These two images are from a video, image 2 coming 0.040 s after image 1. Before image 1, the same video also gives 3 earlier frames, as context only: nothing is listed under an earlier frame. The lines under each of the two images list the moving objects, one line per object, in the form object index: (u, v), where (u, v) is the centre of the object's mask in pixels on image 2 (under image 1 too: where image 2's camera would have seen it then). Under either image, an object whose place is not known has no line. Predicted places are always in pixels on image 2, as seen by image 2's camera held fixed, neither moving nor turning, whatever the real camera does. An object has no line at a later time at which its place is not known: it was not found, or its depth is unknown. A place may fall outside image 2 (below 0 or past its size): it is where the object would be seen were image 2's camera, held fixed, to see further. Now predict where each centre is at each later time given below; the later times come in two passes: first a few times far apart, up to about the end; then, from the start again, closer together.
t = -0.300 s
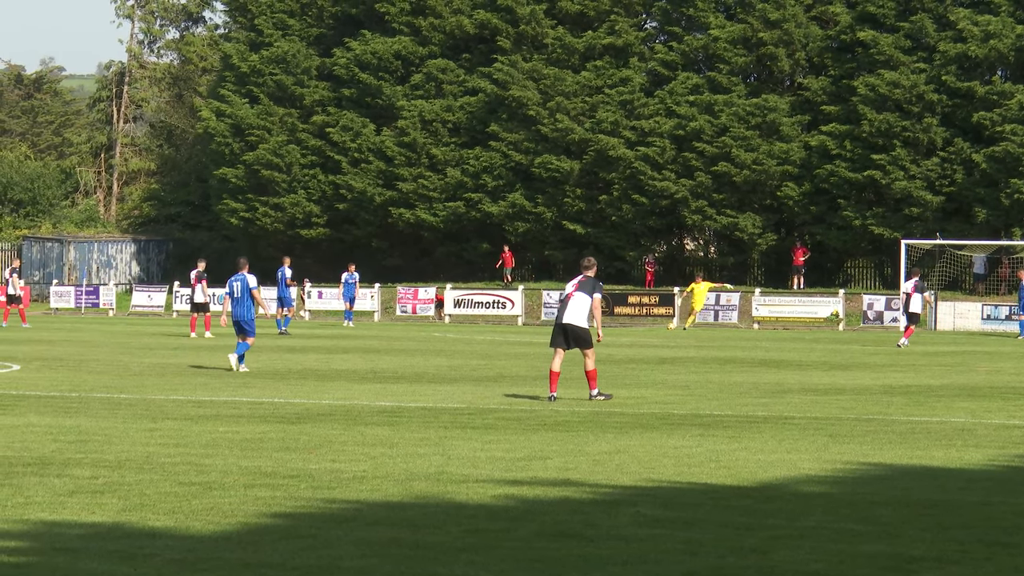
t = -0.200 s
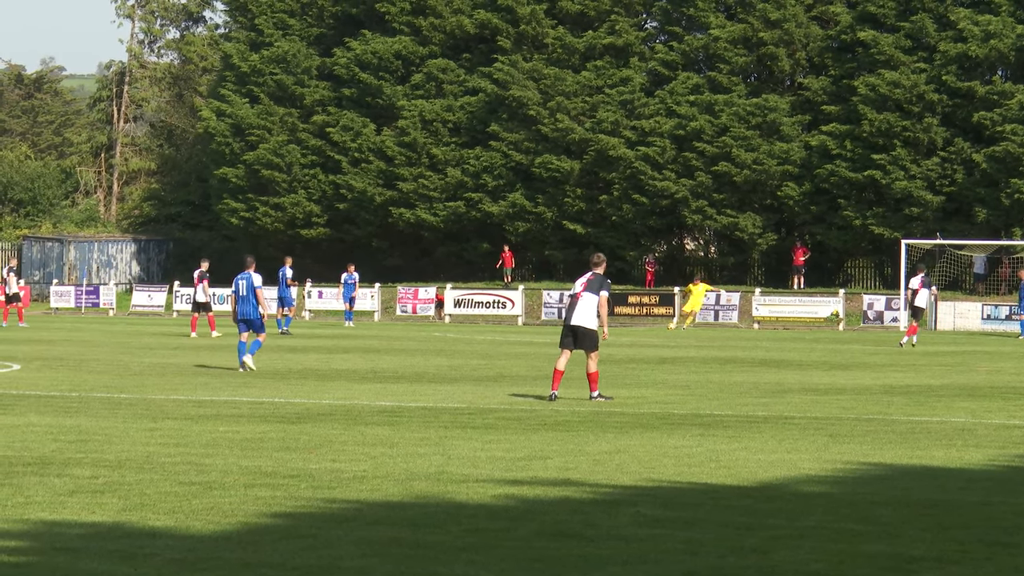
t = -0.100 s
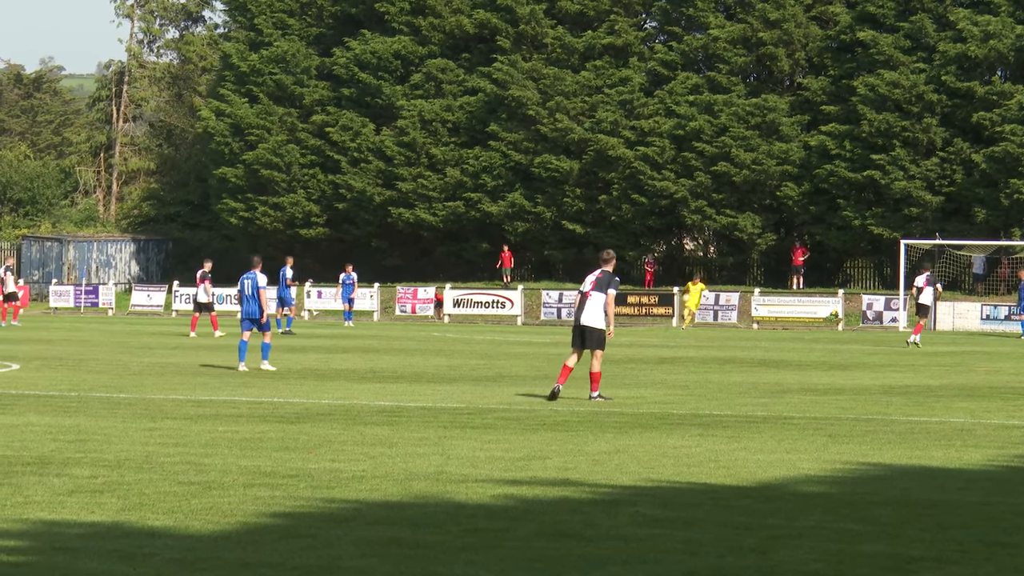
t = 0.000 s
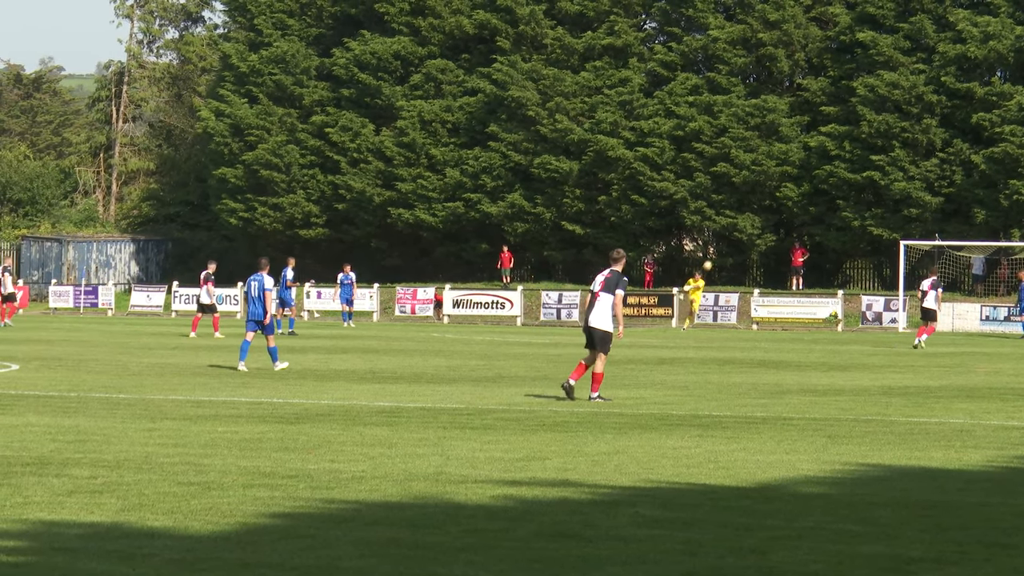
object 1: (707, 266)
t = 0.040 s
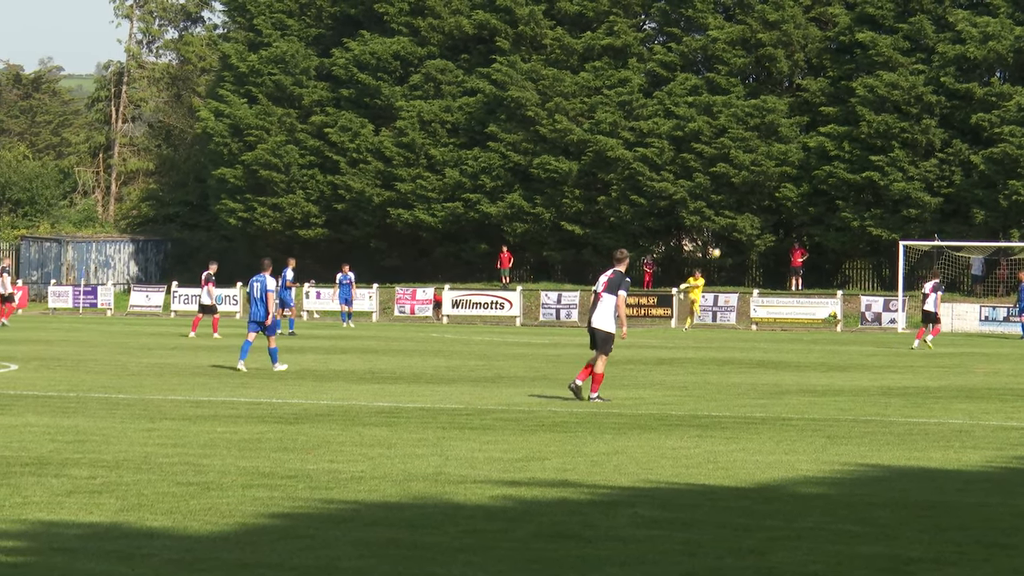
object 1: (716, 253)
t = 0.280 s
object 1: (779, 184)
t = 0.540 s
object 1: (865, 128)
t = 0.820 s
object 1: (975, 86)
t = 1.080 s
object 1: (1100, 75)
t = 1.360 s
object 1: (1258, 96)
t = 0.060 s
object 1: (721, 247)
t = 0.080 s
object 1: (726, 240)
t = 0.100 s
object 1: (730, 234)
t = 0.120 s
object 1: (736, 228)
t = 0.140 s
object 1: (741, 223)
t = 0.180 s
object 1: (751, 211)
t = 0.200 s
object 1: (757, 206)
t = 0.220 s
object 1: (762, 200)
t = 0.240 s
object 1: (768, 195)
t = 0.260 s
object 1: (774, 189)
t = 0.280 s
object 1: (779, 184)
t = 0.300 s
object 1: (786, 179)
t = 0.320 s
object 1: (791, 175)
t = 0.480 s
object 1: (844, 139)
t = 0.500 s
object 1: (851, 136)
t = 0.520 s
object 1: (858, 132)
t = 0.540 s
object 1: (865, 128)
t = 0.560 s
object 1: (872, 124)
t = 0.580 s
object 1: (879, 120)
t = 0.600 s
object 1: (887, 117)
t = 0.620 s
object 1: (895, 113)
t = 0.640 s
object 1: (902, 110)
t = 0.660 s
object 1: (910, 107)
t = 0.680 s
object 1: (918, 104)
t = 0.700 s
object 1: (926, 101)
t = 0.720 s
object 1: (934, 98)
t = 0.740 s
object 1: (942, 95)
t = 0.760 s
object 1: (950, 92)
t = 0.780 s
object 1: (958, 90)
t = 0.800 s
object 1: (966, 88)
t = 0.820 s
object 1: (975, 86)
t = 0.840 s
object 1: (984, 84)
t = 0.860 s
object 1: (993, 82)
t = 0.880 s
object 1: (1003, 80)
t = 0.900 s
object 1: (1012, 79)
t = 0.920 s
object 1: (1021, 78)
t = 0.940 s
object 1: (1031, 77)
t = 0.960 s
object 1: (1040, 77)
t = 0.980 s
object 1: (1050, 76)
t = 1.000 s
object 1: (1060, 75)
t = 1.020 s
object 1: (1069, 75)
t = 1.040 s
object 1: (1080, 74)
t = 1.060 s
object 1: (1090, 75)
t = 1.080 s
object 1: (1100, 75)
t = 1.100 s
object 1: (1111, 75)
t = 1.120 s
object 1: (1122, 75)
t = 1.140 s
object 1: (1132, 77)
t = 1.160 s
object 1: (1143, 77)
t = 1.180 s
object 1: (1154, 78)
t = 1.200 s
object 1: (1165, 79)
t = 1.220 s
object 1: (1176, 80)
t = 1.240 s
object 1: (1188, 82)
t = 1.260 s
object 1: (1199, 84)
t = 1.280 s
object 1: (1211, 86)
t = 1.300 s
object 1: (1222, 88)
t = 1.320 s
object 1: (1233, 91)
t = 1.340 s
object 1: (1246, 94)
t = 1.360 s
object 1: (1258, 96)
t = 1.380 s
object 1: (1271, 99)
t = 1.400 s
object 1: (1284, 103)
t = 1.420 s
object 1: (1297, 107)
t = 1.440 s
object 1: (1310, 110)
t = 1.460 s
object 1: (1324, 114)
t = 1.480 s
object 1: (1337, 119)
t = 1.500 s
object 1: (1351, 124)
